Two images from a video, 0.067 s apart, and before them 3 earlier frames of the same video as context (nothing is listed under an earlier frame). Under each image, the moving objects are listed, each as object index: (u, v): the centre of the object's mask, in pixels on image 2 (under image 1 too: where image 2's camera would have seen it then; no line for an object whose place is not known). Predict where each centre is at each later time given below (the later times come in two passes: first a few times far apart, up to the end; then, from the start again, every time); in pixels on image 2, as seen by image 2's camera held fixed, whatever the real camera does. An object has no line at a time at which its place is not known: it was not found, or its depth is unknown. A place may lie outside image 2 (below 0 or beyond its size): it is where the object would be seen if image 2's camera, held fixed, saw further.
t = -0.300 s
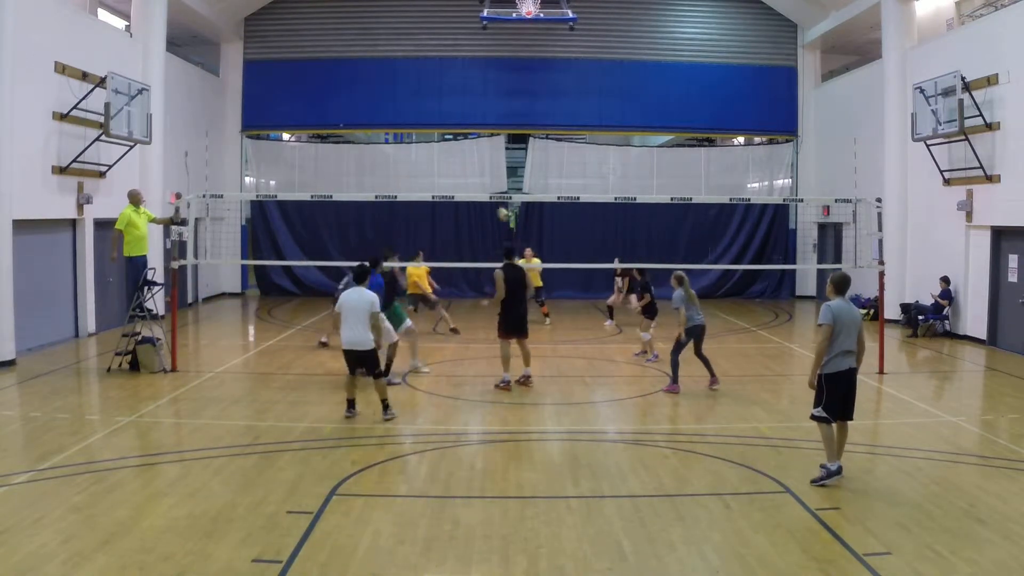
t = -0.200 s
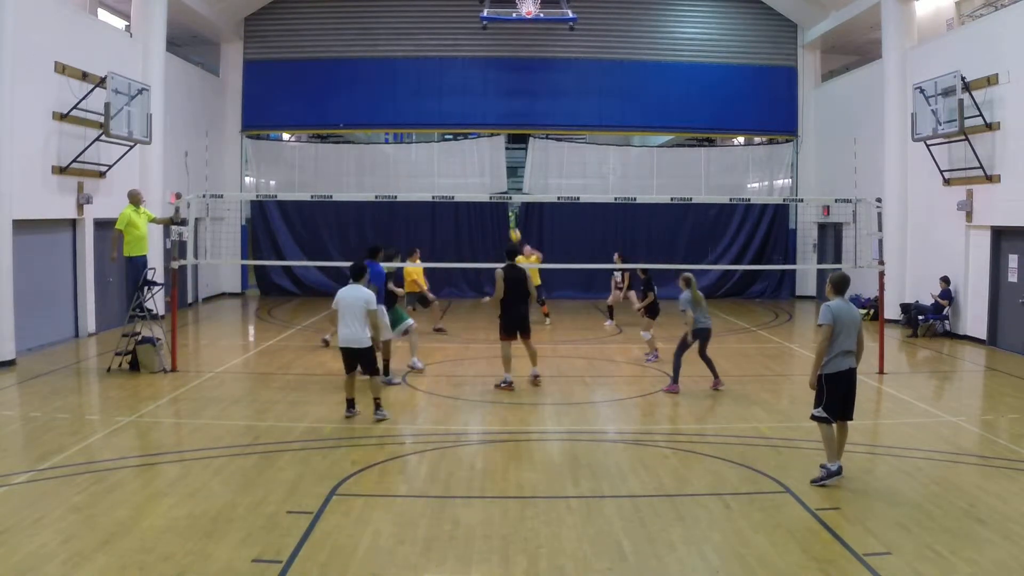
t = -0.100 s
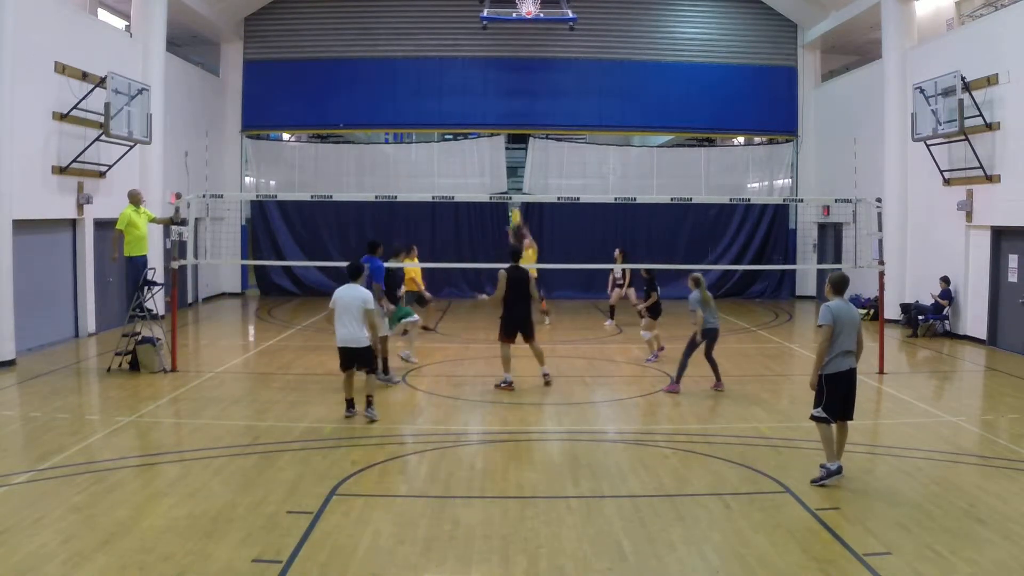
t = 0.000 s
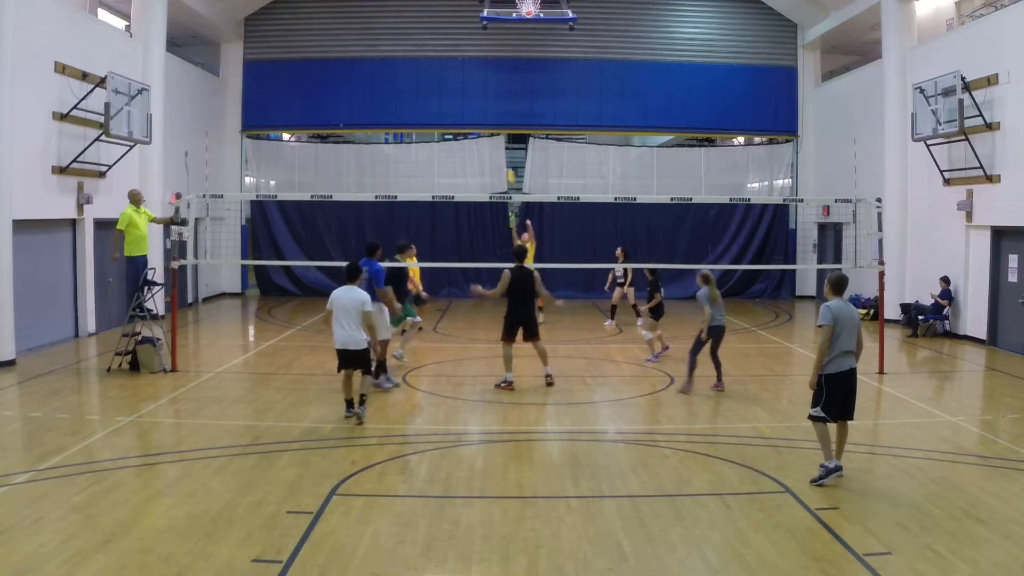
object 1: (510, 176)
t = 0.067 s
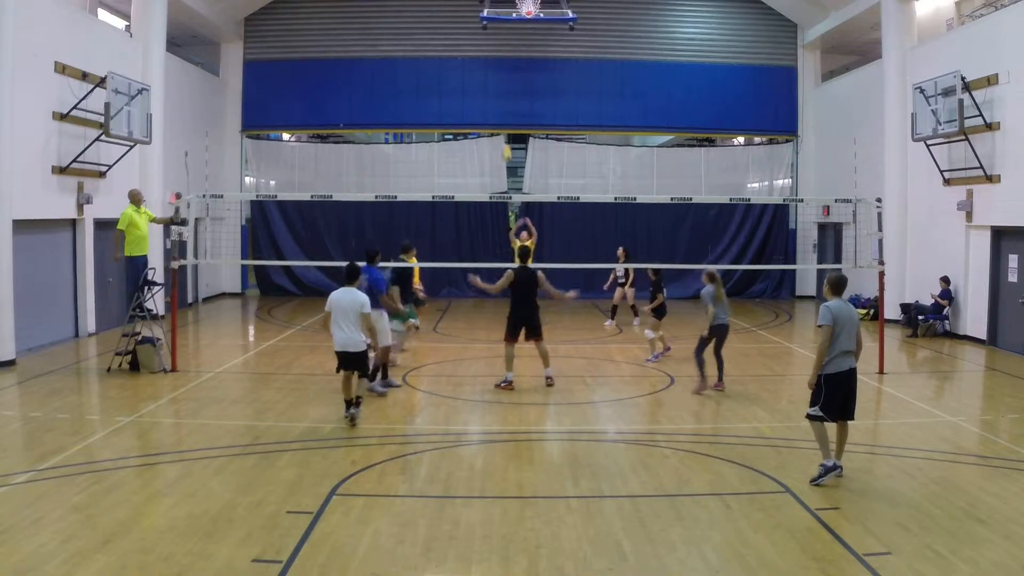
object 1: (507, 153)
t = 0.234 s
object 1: (496, 102)
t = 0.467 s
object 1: (483, 54)
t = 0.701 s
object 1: (470, 34)
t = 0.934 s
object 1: (456, 40)
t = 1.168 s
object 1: (440, 78)
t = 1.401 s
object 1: (421, 151)
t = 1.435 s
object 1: (420, 162)
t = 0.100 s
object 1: (505, 141)
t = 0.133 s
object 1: (502, 130)
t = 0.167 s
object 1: (500, 121)
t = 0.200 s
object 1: (498, 111)
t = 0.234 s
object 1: (496, 102)
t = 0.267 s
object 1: (494, 94)
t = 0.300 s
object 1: (492, 86)
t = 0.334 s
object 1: (491, 78)
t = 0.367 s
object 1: (489, 72)
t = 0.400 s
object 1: (486, 65)
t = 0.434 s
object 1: (485, 60)
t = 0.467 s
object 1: (483, 54)
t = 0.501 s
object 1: (481, 50)
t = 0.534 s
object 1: (480, 45)
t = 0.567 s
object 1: (478, 42)
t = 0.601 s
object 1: (475, 39)
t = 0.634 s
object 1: (474, 36)
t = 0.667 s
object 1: (472, 35)
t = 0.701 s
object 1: (470, 34)
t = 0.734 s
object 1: (469, 34)
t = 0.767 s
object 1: (466, 33)
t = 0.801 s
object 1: (464, 33)
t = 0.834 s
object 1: (462, 34)
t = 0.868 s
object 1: (460, 35)
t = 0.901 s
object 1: (458, 37)
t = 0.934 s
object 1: (456, 40)
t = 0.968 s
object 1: (453, 43)
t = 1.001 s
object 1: (451, 47)
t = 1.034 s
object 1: (449, 52)
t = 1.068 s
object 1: (446, 58)
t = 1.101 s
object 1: (444, 64)
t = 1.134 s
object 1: (442, 71)
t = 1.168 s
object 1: (440, 78)
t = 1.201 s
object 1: (437, 86)
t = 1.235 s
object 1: (435, 95)
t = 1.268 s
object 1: (432, 105)
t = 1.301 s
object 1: (429, 116)
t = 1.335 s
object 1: (427, 126)
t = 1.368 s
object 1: (425, 138)
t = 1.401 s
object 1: (421, 151)
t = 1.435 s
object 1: (420, 162)
